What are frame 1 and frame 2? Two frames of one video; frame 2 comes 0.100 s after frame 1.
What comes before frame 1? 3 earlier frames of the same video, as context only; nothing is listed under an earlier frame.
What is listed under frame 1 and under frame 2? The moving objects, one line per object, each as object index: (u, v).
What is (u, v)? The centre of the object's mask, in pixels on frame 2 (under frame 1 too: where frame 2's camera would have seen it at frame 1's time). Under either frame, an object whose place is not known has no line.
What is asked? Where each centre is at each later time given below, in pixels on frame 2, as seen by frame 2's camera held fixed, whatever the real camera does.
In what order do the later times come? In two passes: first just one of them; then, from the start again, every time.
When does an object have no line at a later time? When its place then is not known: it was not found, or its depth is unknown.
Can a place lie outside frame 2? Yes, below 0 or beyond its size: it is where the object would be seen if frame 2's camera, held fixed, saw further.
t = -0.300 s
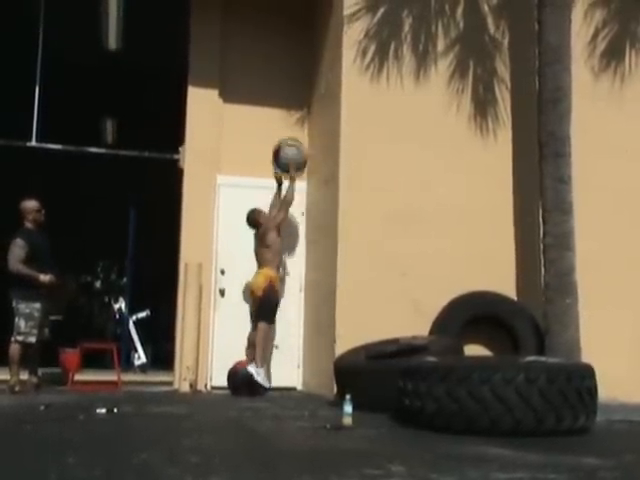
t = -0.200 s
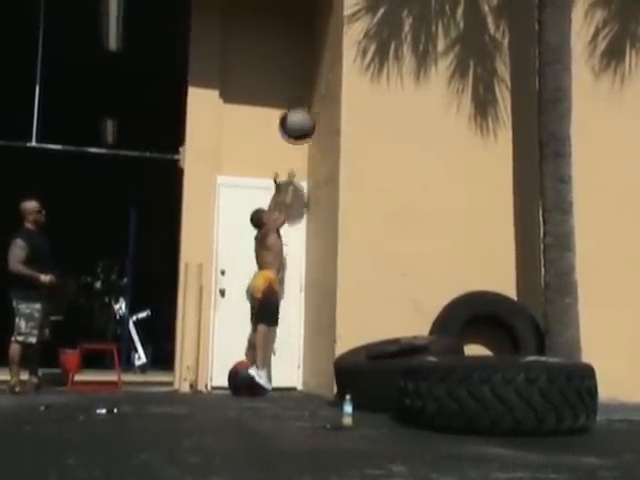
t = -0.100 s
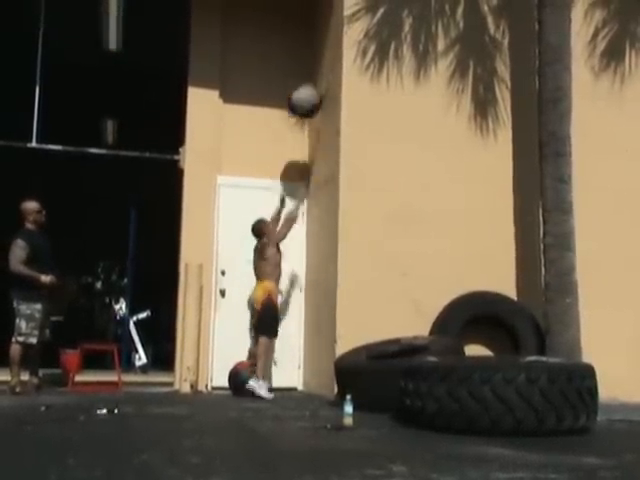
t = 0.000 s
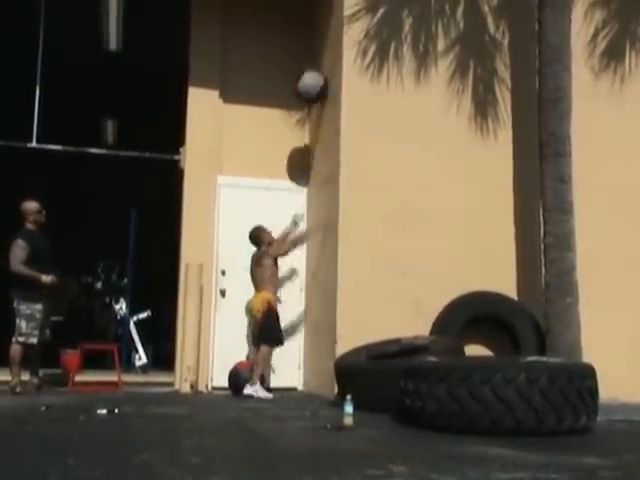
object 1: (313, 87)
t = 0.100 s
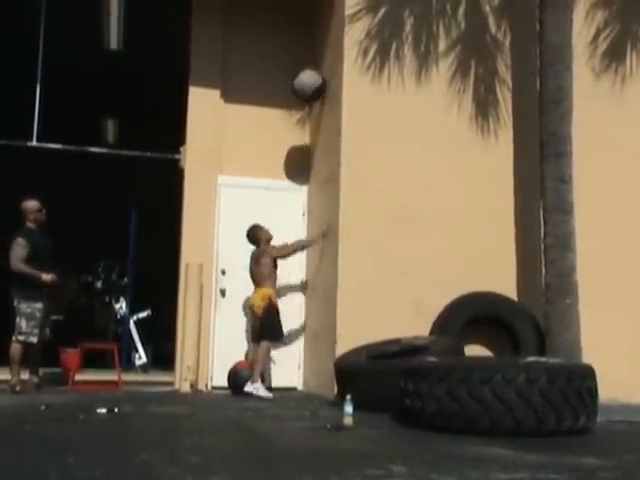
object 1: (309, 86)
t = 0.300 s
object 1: (297, 111)
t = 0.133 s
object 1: (307, 87)
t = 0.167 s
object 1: (305, 90)
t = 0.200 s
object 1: (303, 94)
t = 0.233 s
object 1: (301, 98)
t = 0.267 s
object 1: (299, 105)
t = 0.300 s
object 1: (297, 111)
